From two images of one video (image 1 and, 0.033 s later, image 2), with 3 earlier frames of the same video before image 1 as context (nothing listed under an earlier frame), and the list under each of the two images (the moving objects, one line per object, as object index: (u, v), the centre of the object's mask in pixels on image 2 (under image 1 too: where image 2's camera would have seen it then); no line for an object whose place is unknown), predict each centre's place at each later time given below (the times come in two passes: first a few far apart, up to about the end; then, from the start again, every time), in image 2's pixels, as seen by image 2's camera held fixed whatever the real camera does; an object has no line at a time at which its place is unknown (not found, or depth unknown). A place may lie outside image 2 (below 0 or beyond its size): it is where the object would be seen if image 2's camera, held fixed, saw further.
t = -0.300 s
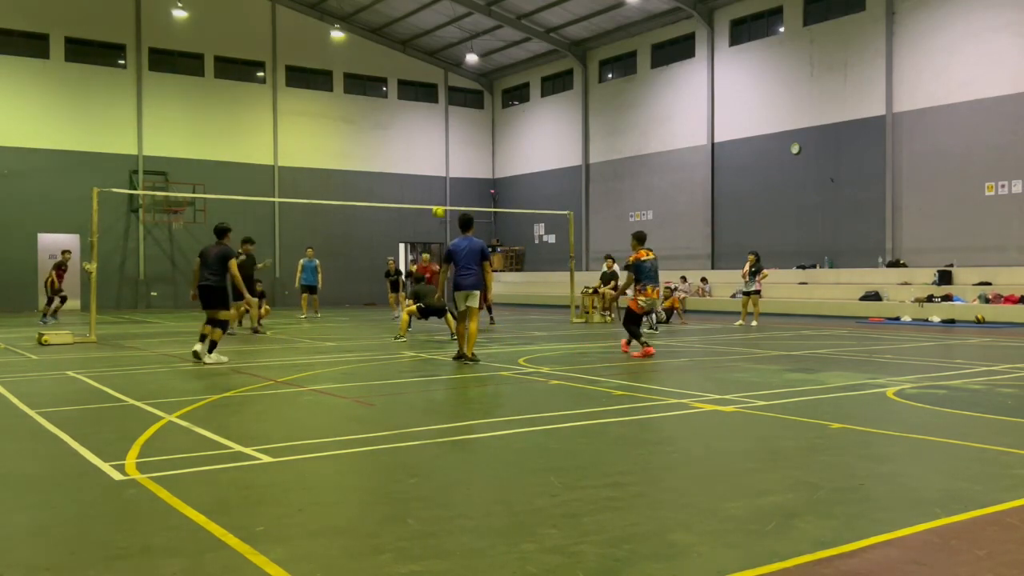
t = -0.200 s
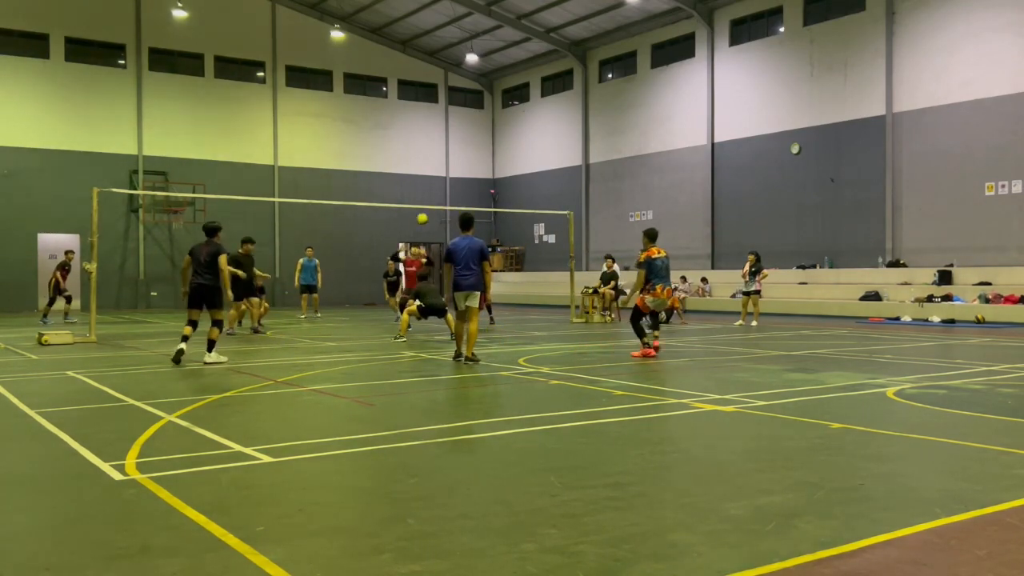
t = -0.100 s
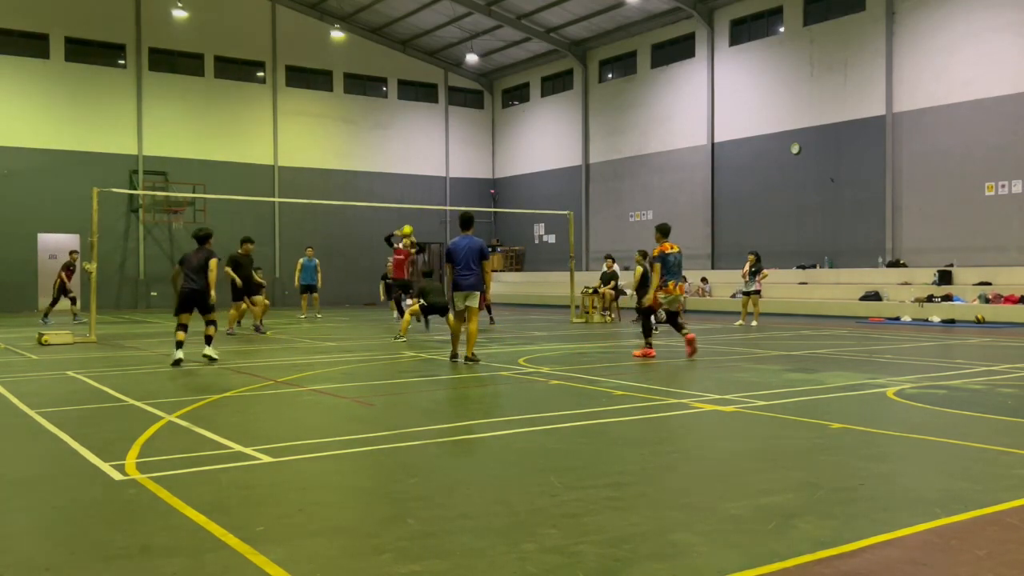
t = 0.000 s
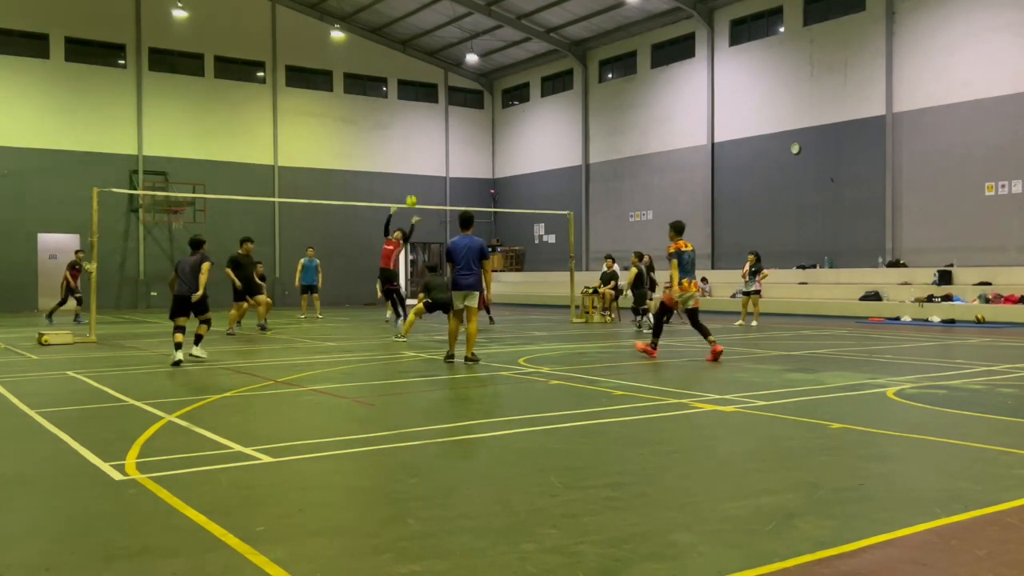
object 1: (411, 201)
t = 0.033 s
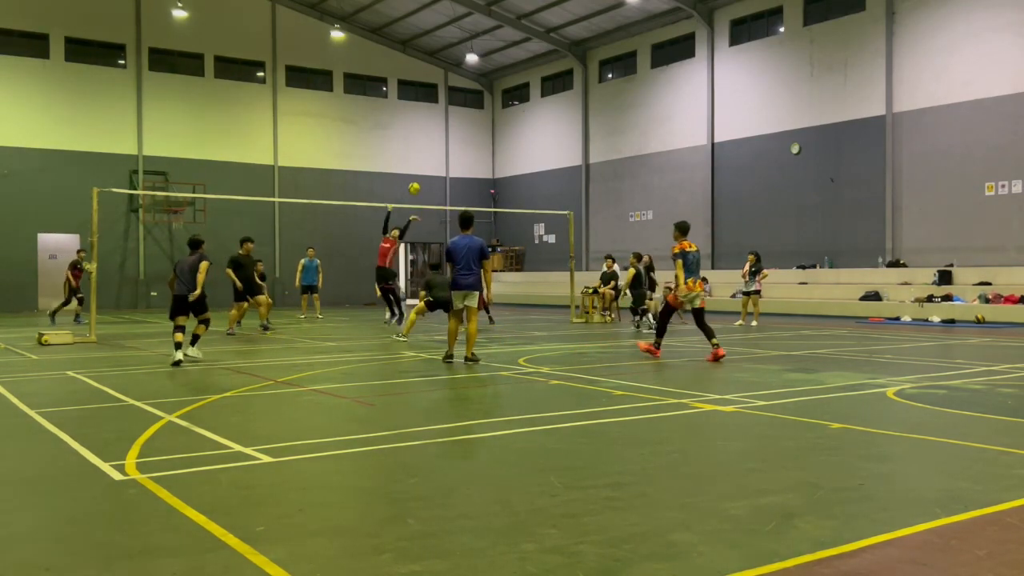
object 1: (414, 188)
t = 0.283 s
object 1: (438, 111)
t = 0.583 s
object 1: (464, 64)
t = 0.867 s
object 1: (490, 64)
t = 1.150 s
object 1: (516, 108)
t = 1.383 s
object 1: (538, 178)
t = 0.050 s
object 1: (415, 182)
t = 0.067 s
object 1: (417, 177)
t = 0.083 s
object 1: (419, 170)
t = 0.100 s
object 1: (420, 165)
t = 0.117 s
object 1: (422, 160)
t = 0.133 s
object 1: (423, 154)
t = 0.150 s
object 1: (425, 149)
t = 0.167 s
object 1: (427, 144)
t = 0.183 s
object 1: (428, 139)
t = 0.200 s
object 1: (429, 134)
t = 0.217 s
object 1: (431, 129)
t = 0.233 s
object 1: (433, 124)
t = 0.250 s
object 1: (434, 120)
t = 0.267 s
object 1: (436, 116)
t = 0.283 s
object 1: (438, 111)
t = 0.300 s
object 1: (439, 107)
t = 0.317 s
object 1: (440, 104)
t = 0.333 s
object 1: (442, 99)
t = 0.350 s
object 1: (443, 96)
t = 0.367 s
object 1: (445, 93)
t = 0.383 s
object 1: (447, 90)
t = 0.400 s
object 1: (448, 87)
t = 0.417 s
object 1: (450, 84)
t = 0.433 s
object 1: (451, 82)
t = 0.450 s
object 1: (452, 78)
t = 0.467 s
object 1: (454, 76)
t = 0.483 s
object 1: (456, 73)
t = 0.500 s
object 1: (457, 71)
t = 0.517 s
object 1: (458, 70)
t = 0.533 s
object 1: (460, 68)
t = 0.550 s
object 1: (461, 66)
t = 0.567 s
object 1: (463, 65)
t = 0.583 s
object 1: (464, 64)
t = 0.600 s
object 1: (465, 63)
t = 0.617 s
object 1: (465, 62)
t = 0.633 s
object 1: (468, 61)
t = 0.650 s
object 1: (470, 60)
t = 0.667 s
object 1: (472, 59)
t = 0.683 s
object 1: (474, 57)
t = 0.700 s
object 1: (476, 57)
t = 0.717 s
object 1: (477, 57)
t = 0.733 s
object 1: (478, 58)
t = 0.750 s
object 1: (480, 58)
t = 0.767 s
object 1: (481, 59)
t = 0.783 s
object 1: (482, 59)
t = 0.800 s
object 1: (483, 60)
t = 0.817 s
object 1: (485, 60)
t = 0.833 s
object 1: (487, 61)
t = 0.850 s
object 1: (489, 62)
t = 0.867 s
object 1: (490, 64)
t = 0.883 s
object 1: (493, 65)
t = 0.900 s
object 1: (493, 67)
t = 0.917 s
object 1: (494, 69)
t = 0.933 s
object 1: (496, 71)
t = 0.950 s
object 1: (498, 72)
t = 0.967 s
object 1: (499, 75)
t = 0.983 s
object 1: (501, 77)
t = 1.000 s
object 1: (502, 79)
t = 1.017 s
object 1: (504, 83)
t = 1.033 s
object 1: (505, 85)
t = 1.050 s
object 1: (506, 89)
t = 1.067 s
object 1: (508, 91)
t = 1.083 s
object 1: (510, 95)
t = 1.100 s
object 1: (512, 98)
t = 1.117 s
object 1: (512, 101)
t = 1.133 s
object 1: (515, 105)
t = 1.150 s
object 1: (516, 108)
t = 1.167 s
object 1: (518, 113)
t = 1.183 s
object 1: (519, 117)
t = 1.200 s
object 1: (521, 122)
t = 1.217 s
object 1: (522, 126)
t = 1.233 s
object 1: (524, 131)
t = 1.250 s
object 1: (525, 135)
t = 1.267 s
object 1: (527, 140)
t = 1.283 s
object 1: (529, 145)
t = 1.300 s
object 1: (530, 150)
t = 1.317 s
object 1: (531, 155)
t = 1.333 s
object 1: (533, 161)
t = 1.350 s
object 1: (534, 167)
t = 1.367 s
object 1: (536, 173)
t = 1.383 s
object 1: (538, 178)
